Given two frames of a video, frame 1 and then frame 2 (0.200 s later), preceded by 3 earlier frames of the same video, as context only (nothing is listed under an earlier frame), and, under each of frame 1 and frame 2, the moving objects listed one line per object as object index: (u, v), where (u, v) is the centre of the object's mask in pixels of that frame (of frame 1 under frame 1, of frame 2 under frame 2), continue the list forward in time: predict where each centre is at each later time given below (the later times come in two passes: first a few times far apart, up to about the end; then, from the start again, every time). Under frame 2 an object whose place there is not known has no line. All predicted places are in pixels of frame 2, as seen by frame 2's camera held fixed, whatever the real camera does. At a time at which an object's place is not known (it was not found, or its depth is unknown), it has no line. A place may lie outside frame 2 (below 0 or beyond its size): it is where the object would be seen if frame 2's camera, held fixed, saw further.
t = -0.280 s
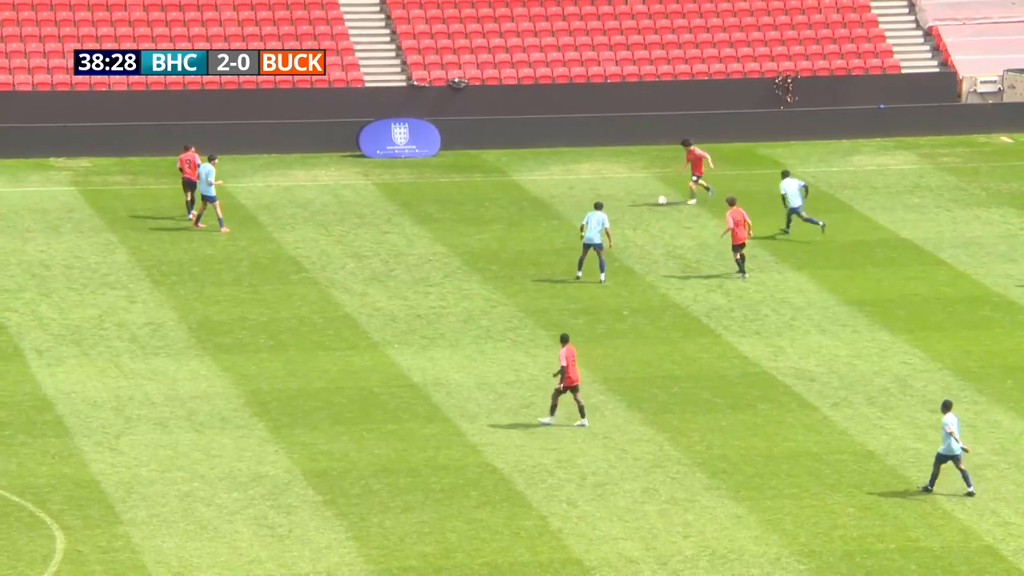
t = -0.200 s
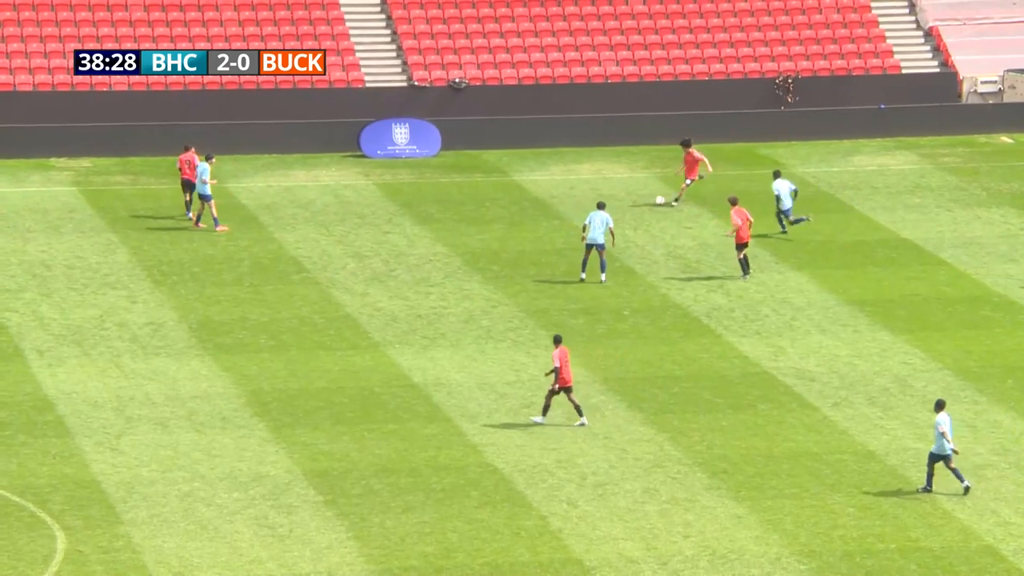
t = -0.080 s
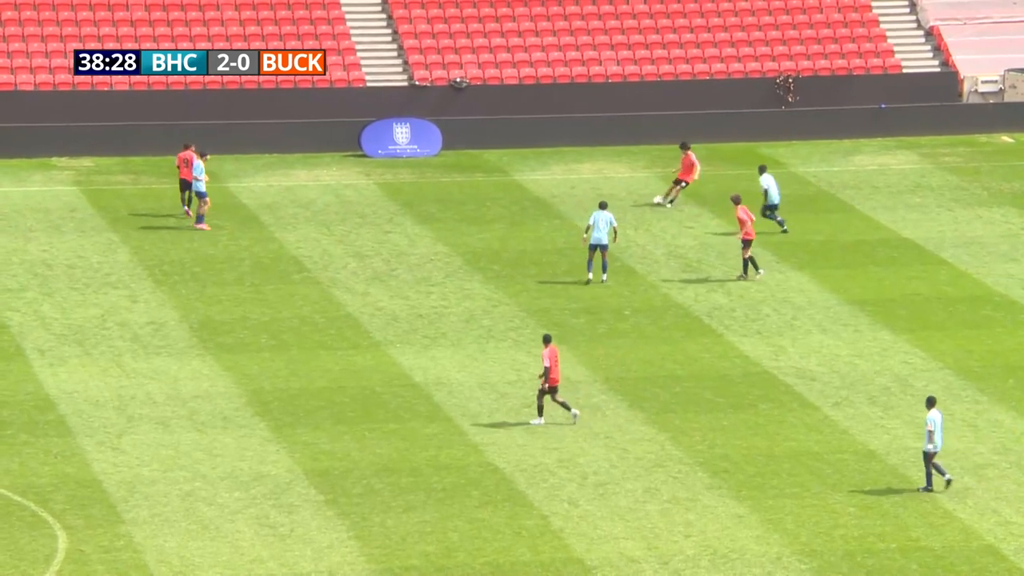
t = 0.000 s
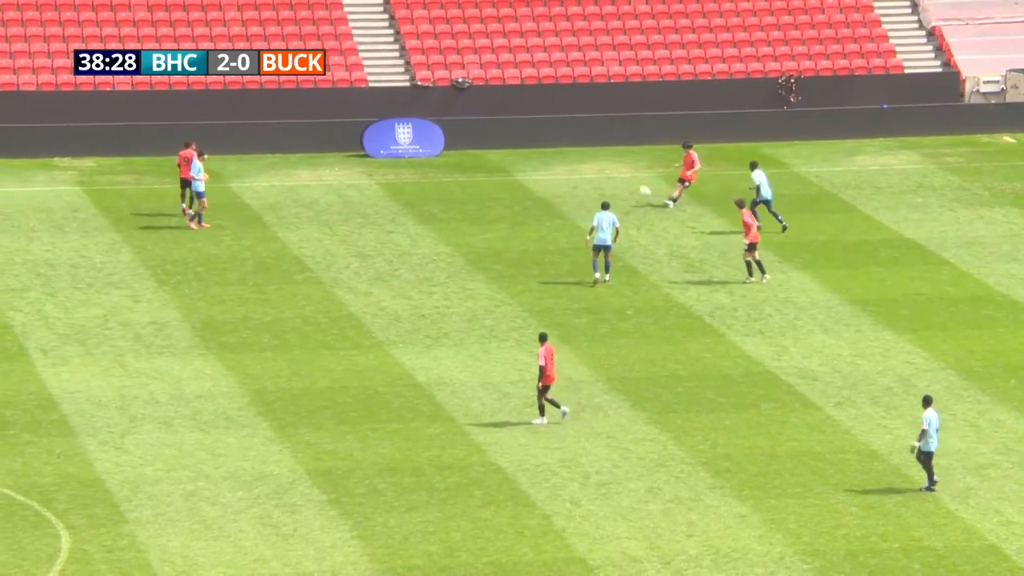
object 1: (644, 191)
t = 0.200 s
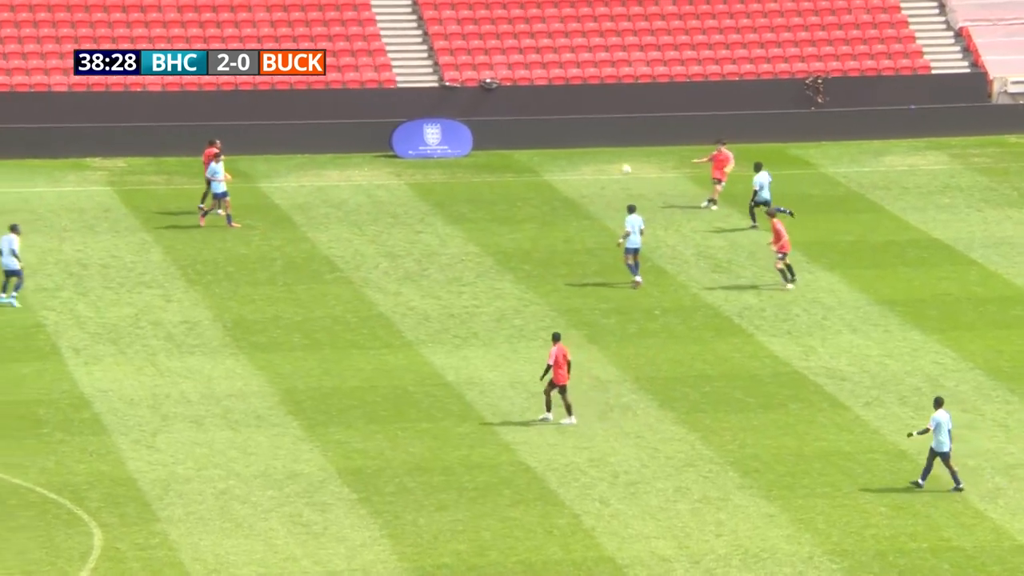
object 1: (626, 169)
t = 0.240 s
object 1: (616, 165)
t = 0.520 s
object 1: (553, 150)
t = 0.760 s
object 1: (496, 152)
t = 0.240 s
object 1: (616, 165)
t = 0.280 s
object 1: (608, 162)
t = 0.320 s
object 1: (599, 159)
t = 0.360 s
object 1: (590, 157)
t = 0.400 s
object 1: (581, 153)
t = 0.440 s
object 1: (572, 153)
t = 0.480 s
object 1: (562, 151)
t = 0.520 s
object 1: (553, 150)
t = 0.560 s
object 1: (544, 150)
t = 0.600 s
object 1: (535, 149)
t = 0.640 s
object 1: (526, 150)
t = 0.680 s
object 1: (515, 150)
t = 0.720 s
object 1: (506, 151)
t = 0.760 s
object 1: (496, 152)
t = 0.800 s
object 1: (487, 154)
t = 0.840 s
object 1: (478, 157)
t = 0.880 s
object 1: (468, 161)
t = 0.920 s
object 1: (459, 165)
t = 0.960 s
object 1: (450, 170)
